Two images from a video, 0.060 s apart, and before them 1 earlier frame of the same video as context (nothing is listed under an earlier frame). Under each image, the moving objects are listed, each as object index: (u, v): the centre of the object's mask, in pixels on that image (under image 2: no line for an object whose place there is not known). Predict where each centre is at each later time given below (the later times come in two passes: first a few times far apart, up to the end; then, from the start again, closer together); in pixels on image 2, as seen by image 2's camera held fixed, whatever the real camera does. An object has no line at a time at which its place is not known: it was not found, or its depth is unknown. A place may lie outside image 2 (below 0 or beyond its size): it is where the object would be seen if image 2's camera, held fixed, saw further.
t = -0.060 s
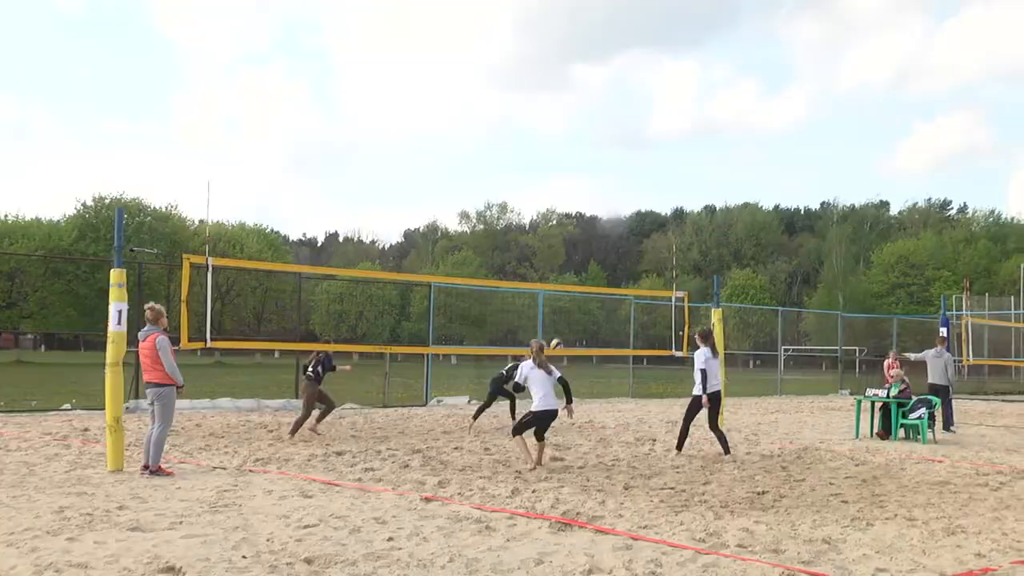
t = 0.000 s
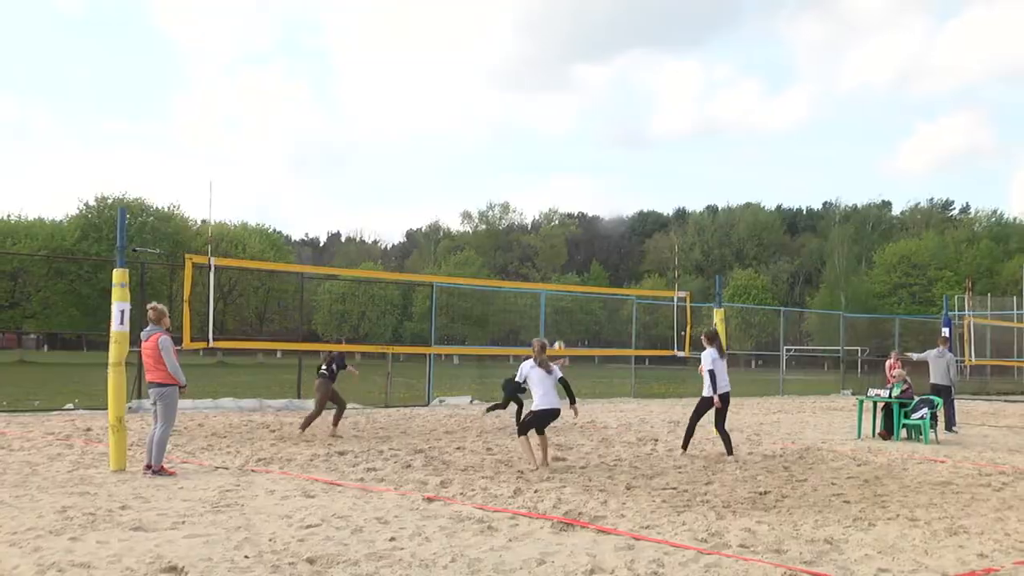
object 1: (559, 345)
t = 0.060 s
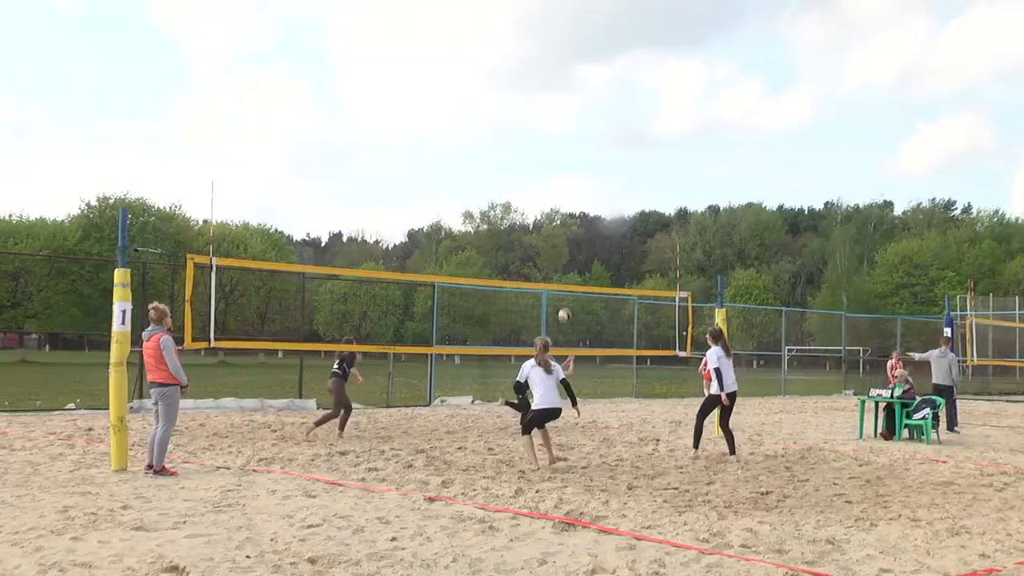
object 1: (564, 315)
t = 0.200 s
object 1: (575, 246)
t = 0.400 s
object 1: (590, 165)
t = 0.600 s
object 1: (604, 104)
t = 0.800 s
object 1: (619, 66)
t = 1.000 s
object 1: (635, 52)
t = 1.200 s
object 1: (652, 64)
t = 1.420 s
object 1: (671, 112)
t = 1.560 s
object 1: (683, 164)
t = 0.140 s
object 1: (570, 274)
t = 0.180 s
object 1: (574, 255)
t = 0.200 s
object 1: (575, 246)
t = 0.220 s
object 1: (576, 237)
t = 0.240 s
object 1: (578, 227)
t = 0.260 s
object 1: (579, 218)
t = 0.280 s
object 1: (581, 211)
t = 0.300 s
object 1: (582, 203)
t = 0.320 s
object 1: (584, 195)
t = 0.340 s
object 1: (585, 187)
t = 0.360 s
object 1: (587, 179)
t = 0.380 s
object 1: (588, 172)
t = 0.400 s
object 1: (590, 165)
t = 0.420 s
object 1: (591, 158)
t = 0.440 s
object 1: (593, 151)
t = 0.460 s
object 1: (594, 144)
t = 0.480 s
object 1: (595, 138)
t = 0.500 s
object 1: (597, 132)
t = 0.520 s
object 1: (598, 126)
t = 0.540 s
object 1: (600, 120)
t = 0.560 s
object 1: (601, 115)
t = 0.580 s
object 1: (602, 109)
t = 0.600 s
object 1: (604, 104)
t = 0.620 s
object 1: (606, 100)
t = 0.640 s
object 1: (607, 95)
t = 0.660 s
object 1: (609, 90)
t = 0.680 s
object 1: (611, 86)
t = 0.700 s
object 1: (612, 82)
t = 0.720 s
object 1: (613, 78)
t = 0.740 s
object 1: (615, 75)
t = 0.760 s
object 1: (616, 72)
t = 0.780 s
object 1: (618, 69)
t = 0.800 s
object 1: (619, 66)
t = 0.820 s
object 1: (621, 64)
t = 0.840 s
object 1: (622, 61)
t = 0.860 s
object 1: (624, 59)
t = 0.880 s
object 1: (625, 58)
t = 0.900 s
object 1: (627, 56)
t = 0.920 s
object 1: (629, 54)
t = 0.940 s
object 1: (630, 53)
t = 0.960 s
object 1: (632, 52)
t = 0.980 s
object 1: (633, 52)
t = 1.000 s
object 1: (635, 52)
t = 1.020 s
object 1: (636, 52)
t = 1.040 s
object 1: (638, 52)
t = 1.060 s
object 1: (639, 53)
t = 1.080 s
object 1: (641, 54)
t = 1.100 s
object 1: (643, 55)
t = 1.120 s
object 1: (645, 56)
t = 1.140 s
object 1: (647, 58)
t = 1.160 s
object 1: (648, 59)
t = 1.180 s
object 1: (650, 61)
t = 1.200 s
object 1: (652, 64)
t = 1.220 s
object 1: (653, 66)
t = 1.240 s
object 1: (655, 70)
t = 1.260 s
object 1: (657, 73)
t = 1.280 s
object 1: (658, 77)
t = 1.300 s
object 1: (660, 81)
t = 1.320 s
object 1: (662, 86)
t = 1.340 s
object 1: (664, 91)
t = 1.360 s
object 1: (665, 96)
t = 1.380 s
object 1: (667, 100)
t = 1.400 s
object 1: (669, 106)
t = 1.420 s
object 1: (671, 112)
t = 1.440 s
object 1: (673, 118)
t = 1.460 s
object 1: (675, 125)
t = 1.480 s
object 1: (676, 132)
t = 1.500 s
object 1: (678, 139)
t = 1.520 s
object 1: (680, 147)
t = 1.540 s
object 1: (682, 155)
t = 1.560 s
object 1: (683, 164)
